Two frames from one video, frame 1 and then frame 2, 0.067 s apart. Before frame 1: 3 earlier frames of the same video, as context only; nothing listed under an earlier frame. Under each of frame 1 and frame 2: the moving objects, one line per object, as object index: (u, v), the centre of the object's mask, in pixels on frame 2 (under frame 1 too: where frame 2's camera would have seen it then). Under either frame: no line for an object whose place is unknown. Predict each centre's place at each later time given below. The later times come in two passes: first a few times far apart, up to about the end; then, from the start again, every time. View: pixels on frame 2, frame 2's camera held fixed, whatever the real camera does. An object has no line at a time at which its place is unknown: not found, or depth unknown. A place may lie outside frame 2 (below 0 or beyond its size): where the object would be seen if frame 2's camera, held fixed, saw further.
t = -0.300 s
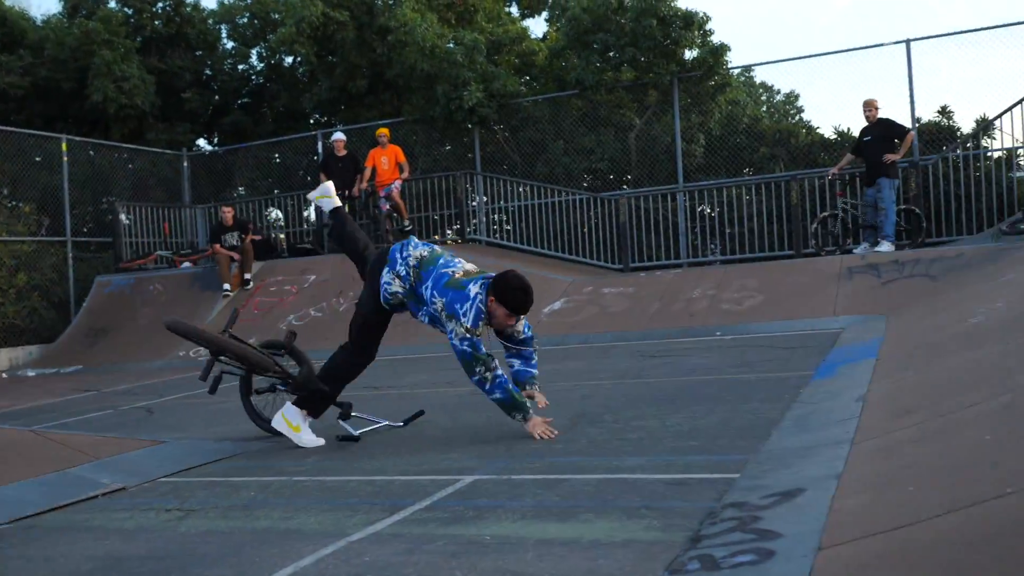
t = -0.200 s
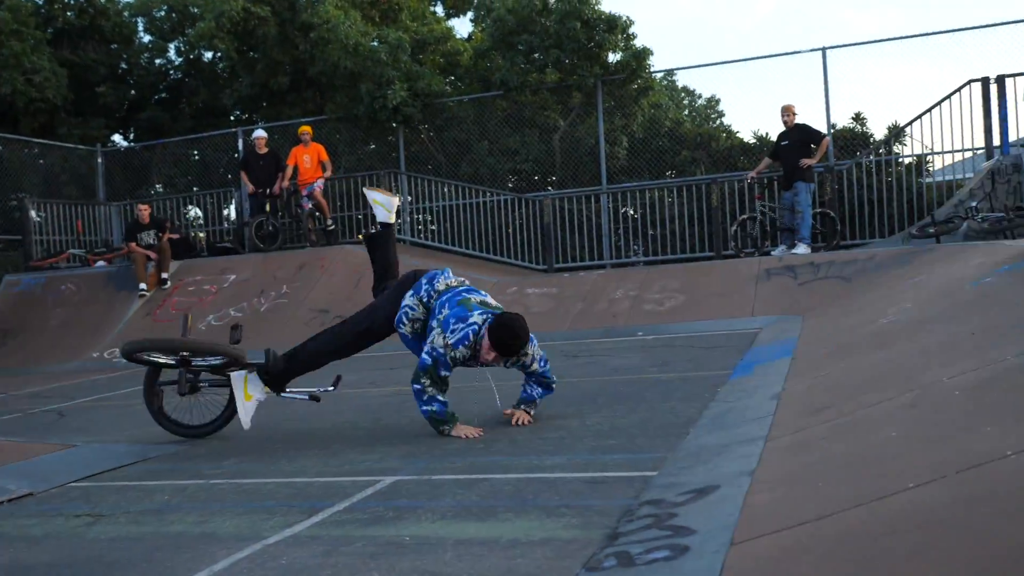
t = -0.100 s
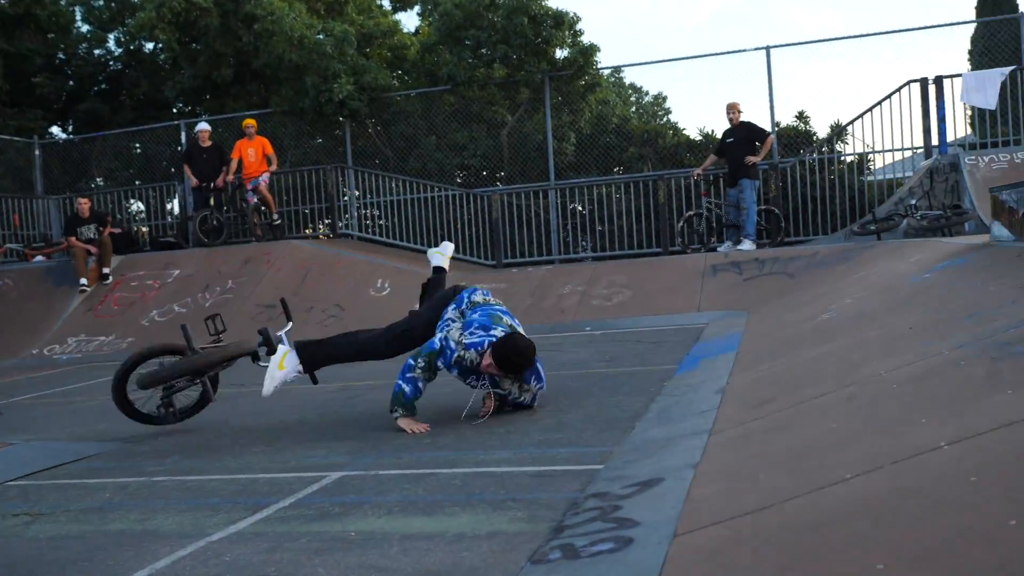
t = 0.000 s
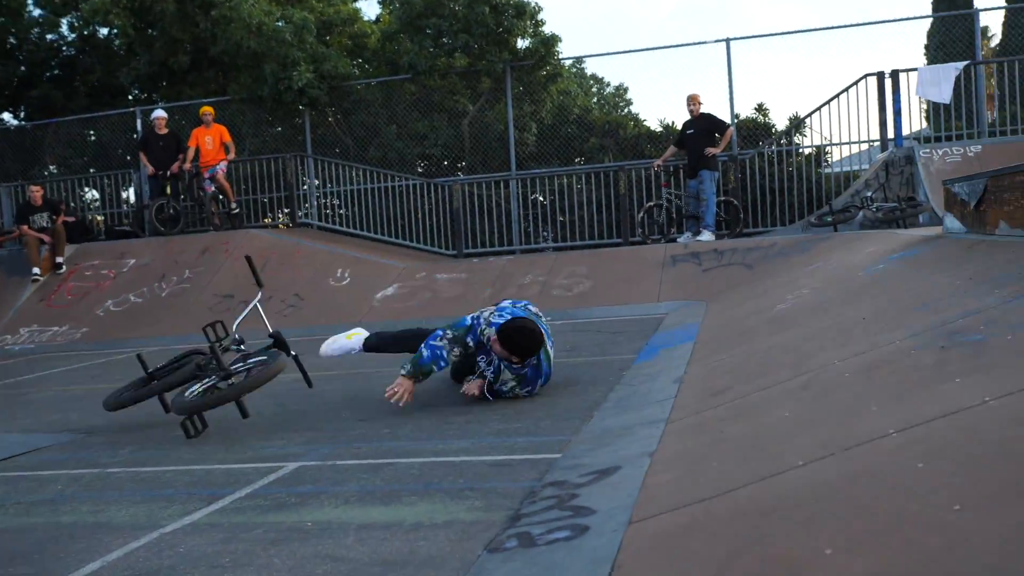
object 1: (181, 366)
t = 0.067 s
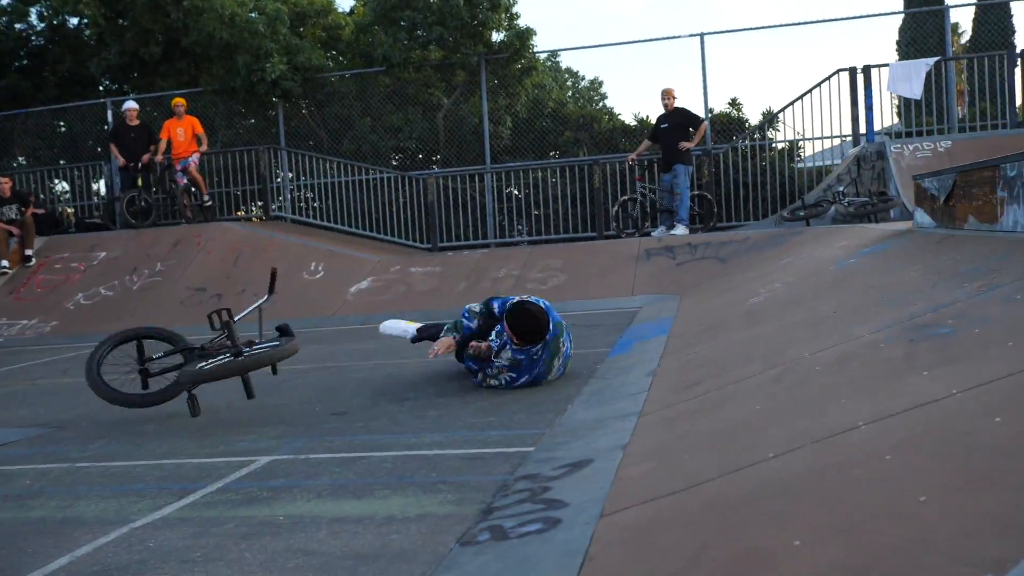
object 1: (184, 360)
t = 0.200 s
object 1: (234, 358)
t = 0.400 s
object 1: (314, 365)
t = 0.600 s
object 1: (377, 358)
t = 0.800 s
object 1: (411, 360)
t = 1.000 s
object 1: (418, 365)
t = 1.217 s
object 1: (417, 364)
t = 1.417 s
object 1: (417, 365)
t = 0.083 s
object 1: (189, 359)
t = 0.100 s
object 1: (194, 359)
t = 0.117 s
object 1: (199, 360)
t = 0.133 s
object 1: (208, 359)
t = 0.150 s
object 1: (214, 358)
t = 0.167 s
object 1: (221, 358)
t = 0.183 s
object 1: (228, 358)
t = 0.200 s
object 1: (234, 358)
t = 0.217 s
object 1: (243, 359)
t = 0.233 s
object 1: (251, 361)
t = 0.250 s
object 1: (259, 362)
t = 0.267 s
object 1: (264, 364)
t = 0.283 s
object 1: (265, 363)
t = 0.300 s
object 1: (267, 362)
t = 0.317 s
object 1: (271, 360)
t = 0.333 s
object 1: (281, 361)
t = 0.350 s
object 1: (293, 361)
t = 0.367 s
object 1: (300, 362)
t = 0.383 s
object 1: (305, 364)
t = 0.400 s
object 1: (314, 365)
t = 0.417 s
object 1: (318, 363)
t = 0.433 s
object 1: (323, 362)
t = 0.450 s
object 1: (329, 361)
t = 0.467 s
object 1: (334, 362)
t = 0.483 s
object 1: (340, 362)
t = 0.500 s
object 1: (346, 362)
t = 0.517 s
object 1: (352, 361)
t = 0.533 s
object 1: (358, 360)
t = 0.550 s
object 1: (364, 360)
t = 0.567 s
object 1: (370, 361)
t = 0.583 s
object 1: (373, 360)
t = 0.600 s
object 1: (377, 358)
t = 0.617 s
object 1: (381, 358)
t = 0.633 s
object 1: (384, 359)
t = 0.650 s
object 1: (388, 360)
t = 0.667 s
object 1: (393, 359)
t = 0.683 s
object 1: (397, 360)
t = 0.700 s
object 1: (401, 361)
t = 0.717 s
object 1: (403, 361)
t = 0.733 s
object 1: (405, 361)
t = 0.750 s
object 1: (406, 361)
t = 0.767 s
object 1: (409, 361)
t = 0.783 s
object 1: (411, 361)
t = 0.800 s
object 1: (411, 360)
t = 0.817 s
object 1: (411, 361)
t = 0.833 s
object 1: (412, 362)
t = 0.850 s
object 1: (414, 362)
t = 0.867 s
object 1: (415, 362)
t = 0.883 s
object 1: (415, 363)
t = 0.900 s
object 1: (416, 363)
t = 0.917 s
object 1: (416, 363)
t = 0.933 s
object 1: (416, 364)
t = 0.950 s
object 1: (417, 364)
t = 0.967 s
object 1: (417, 364)
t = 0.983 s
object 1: (418, 364)
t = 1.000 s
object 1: (418, 365)
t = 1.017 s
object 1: (418, 365)
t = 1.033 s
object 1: (417, 365)
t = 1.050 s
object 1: (416, 364)
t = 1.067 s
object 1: (416, 365)
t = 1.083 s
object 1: (416, 364)
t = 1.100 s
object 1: (416, 365)
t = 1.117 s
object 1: (416, 364)
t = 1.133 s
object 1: (417, 364)
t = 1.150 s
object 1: (417, 364)
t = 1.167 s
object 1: (418, 364)
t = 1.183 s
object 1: (417, 364)
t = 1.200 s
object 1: (416, 365)
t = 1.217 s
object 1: (417, 364)
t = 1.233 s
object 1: (418, 364)
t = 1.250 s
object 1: (416, 365)
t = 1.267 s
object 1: (417, 364)
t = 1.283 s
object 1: (416, 365)
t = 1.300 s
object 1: (416, 365)
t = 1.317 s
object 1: (417, 365)
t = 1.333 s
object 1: (416, 365)
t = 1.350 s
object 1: (416, 365)
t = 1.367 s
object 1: (416, 365)
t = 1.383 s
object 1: (416, 365)
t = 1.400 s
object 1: (417, 364)
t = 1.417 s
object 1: (417, 365)
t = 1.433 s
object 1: (417, 364)
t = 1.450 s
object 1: (417, 364)
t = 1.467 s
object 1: (416, 365)
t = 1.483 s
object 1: (416, 365)
